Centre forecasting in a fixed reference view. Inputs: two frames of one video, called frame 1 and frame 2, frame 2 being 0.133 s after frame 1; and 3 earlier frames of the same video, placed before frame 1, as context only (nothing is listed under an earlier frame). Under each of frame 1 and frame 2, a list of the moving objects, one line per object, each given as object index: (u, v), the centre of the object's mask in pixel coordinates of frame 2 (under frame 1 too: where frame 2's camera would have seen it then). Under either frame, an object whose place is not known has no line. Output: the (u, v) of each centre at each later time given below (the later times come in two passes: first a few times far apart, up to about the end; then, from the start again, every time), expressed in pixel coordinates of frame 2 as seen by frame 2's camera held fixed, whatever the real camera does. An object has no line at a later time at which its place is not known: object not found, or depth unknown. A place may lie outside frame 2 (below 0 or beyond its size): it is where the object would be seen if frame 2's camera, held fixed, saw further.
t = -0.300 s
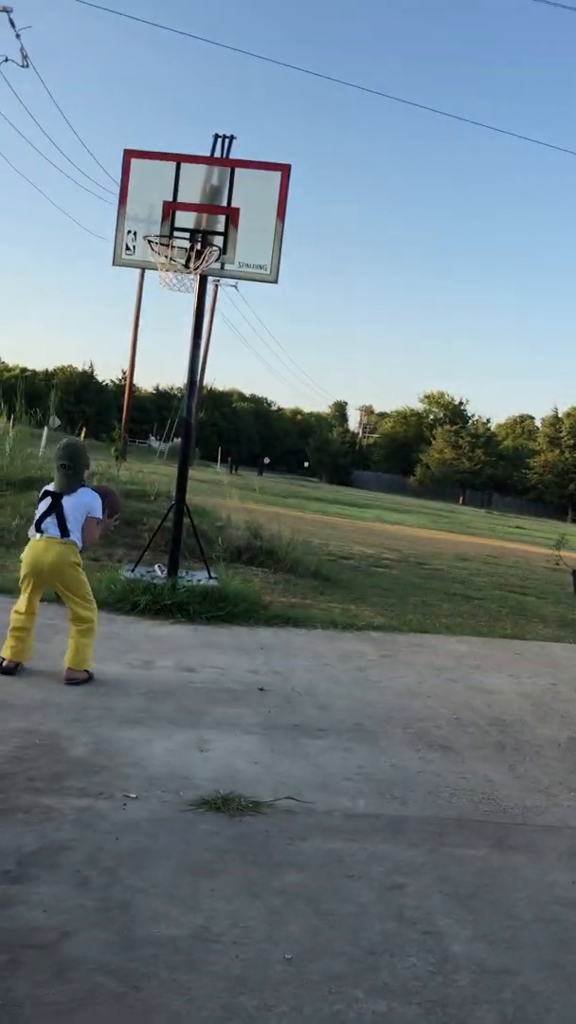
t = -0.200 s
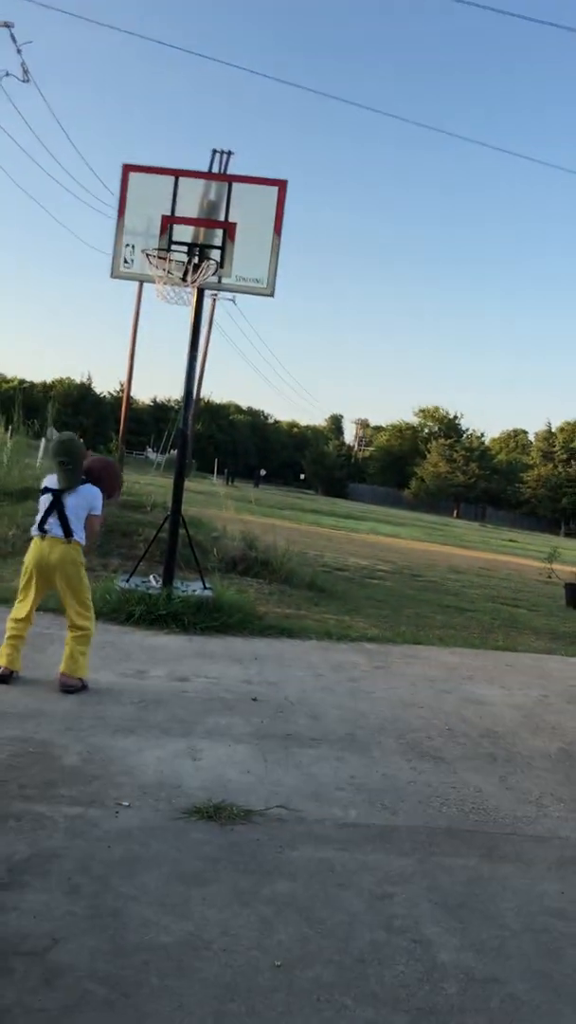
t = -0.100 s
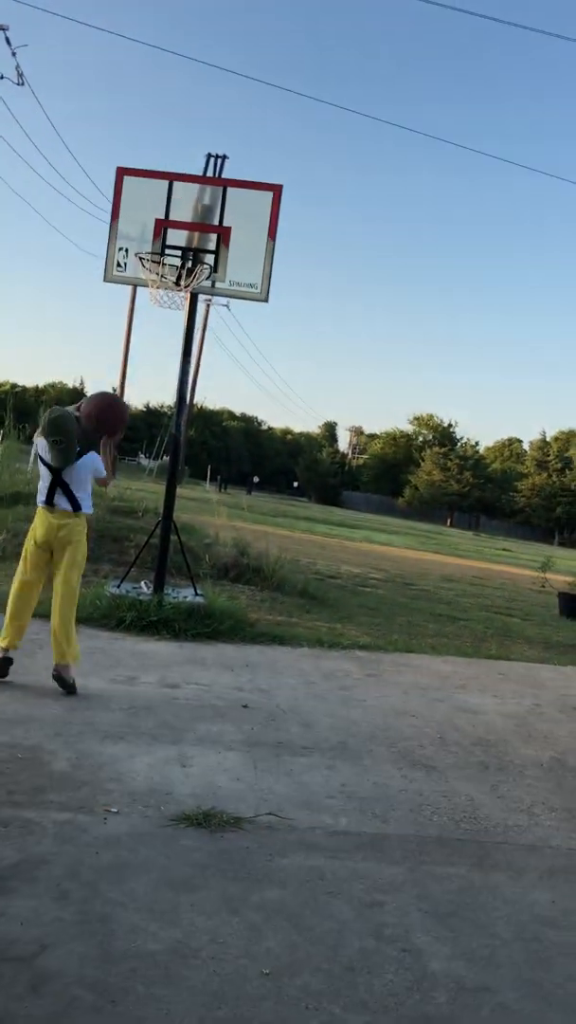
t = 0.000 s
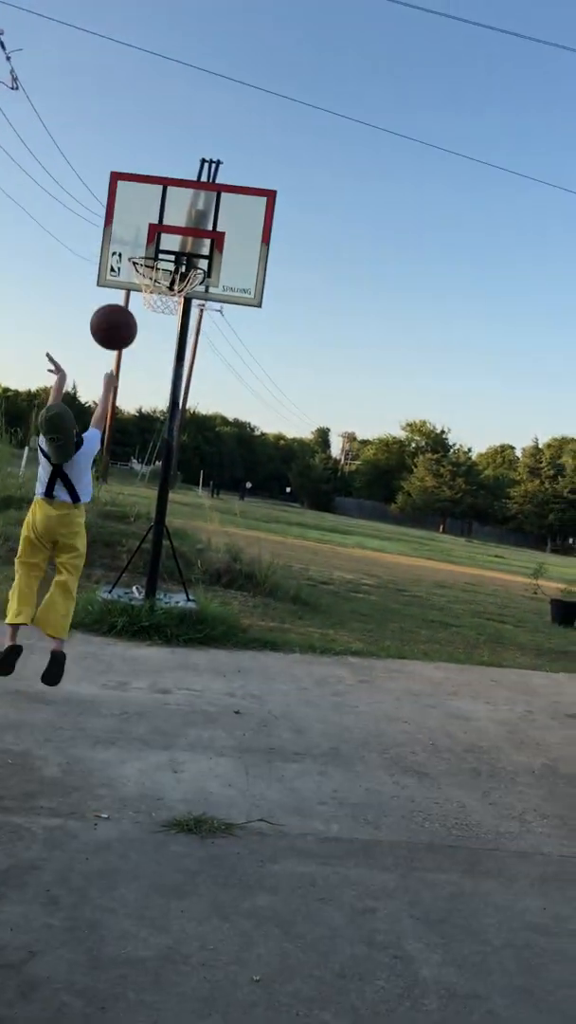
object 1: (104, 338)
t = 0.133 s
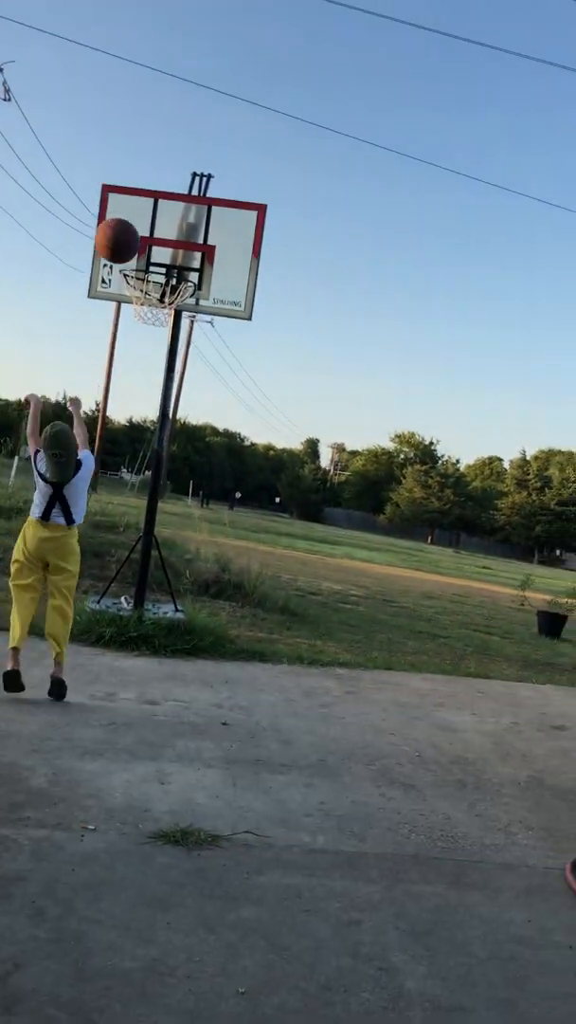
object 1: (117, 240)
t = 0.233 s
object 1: (123, 193)
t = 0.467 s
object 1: (129, 162)
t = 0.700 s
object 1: (124, 233)
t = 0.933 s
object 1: (136, 235)
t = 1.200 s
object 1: (155, 277)
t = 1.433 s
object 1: (170, 313)
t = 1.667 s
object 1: (144, 358)
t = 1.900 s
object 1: (106, 489)
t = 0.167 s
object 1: (120, 222)
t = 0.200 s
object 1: (121, 207)
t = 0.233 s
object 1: (123, 193)
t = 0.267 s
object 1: (125, 183)
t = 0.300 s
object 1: (126, 174)
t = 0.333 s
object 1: (127, 166)
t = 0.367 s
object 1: (128, 161)
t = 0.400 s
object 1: (128, 158)
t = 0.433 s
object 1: (128, 159)
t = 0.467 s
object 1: (129, 162)
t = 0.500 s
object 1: (129, 168)
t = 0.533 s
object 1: (129, 174)
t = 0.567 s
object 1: (128, 183)
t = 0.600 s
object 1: (128, 193)
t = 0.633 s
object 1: (127, 205)
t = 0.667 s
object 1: (126, 218)
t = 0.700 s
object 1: (124, 233)
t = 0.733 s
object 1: (123, 250)
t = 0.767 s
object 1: (125, 250)
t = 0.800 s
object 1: (127, 243)
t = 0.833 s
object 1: (129, 238)
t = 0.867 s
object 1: (132, 236)
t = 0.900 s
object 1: (134, 235)
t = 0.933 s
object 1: (136, 235)
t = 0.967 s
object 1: (137, 238)
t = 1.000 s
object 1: (139, 241)
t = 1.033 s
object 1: (140, 248)
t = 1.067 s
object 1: (141, 255)
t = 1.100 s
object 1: (143, 262)
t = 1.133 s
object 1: (147, 268)
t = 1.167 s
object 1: (152, 272)
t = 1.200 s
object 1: (155, 277)
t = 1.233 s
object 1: (161, 288)
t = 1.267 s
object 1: (165, 293)
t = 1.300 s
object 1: (169, 302)
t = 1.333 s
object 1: (173, 311)
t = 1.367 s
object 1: (174, 313)
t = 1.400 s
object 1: (173, 312)
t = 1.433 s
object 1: (170, 313)
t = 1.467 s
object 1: (168, 314)
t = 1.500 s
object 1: (164, 318)
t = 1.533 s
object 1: (161, 320)
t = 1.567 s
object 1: (157, 330)
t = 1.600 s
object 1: (153, 337)
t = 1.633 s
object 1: (149, 347)
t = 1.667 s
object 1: (144, 358)
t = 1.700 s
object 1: (140, 372)
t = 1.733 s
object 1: (135, 387)
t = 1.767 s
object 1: (129, 404)
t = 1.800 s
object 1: (124, 422)
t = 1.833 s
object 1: (119, 443)
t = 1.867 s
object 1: (113, 465)
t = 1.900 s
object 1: (106, 489)
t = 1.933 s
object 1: (101, 515)
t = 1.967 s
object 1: (93, 543)
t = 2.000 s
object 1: (86, 572)
